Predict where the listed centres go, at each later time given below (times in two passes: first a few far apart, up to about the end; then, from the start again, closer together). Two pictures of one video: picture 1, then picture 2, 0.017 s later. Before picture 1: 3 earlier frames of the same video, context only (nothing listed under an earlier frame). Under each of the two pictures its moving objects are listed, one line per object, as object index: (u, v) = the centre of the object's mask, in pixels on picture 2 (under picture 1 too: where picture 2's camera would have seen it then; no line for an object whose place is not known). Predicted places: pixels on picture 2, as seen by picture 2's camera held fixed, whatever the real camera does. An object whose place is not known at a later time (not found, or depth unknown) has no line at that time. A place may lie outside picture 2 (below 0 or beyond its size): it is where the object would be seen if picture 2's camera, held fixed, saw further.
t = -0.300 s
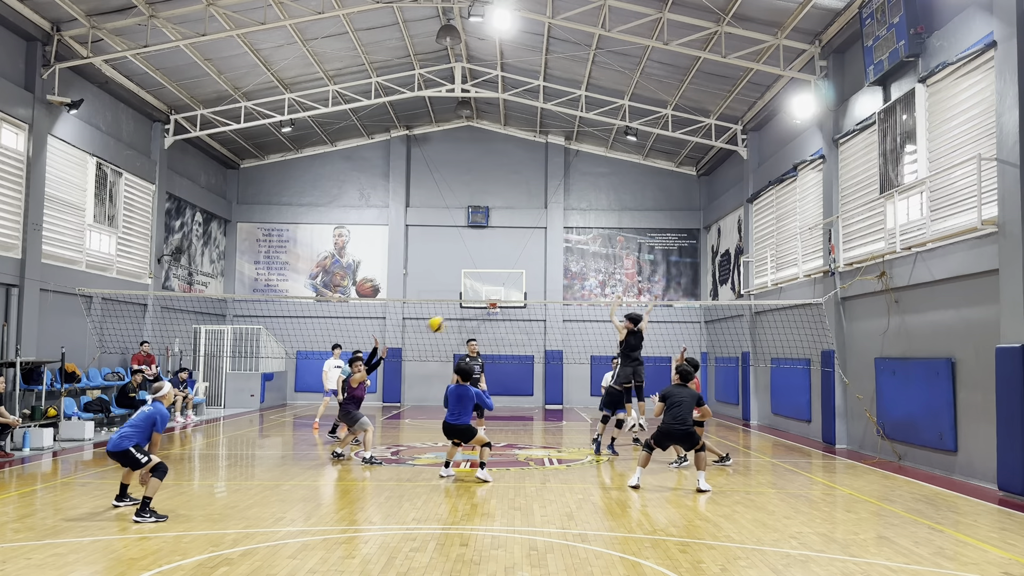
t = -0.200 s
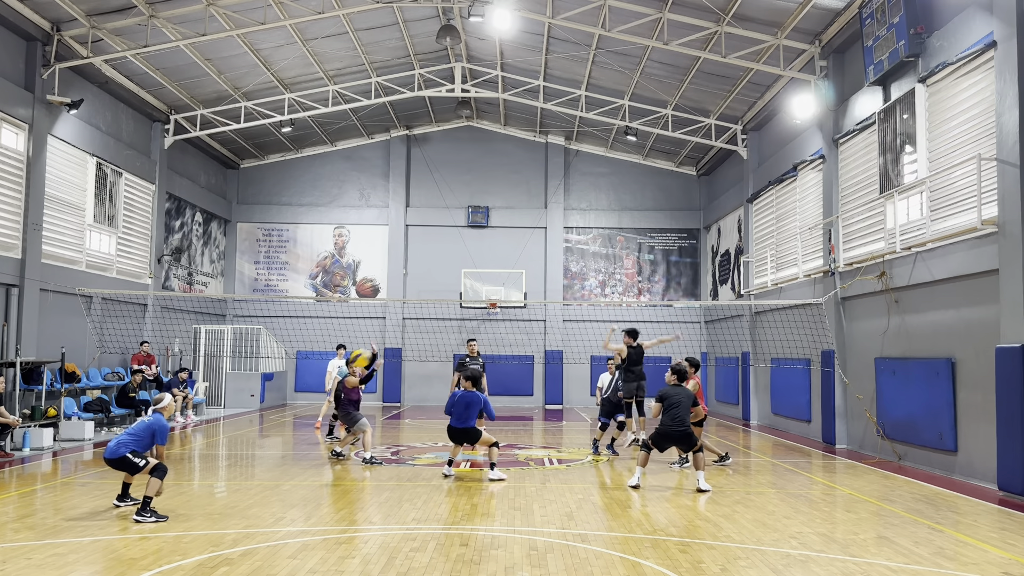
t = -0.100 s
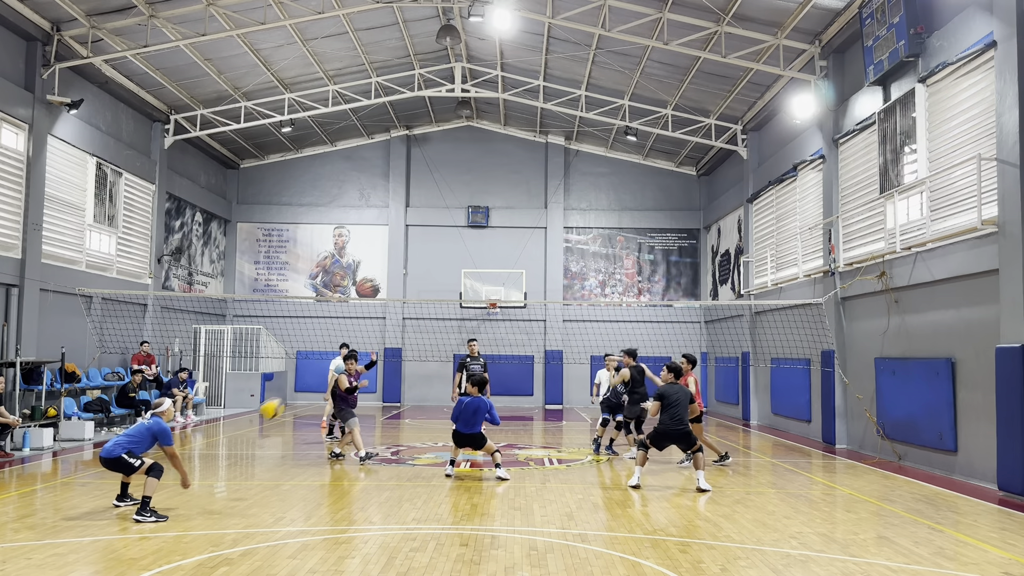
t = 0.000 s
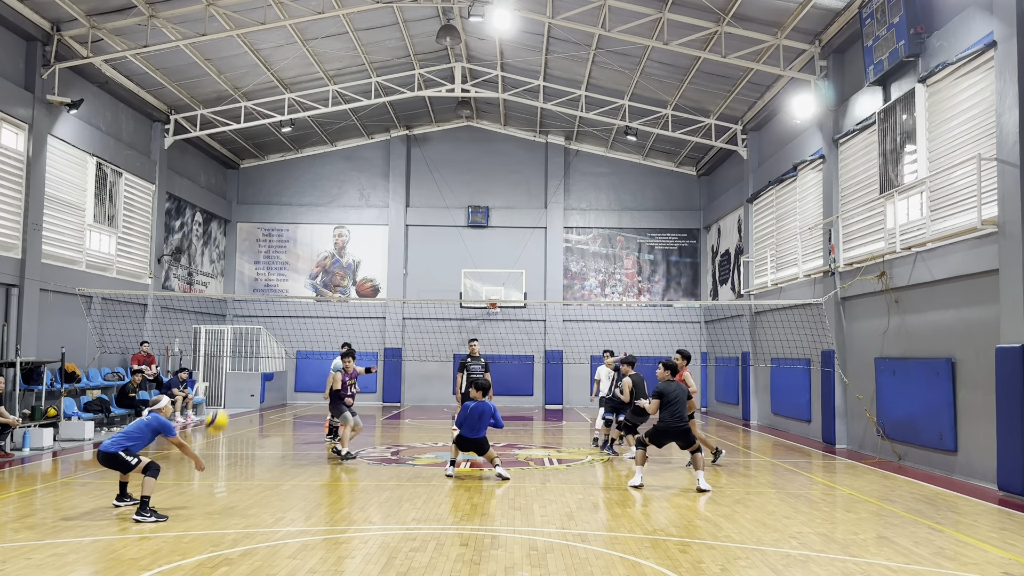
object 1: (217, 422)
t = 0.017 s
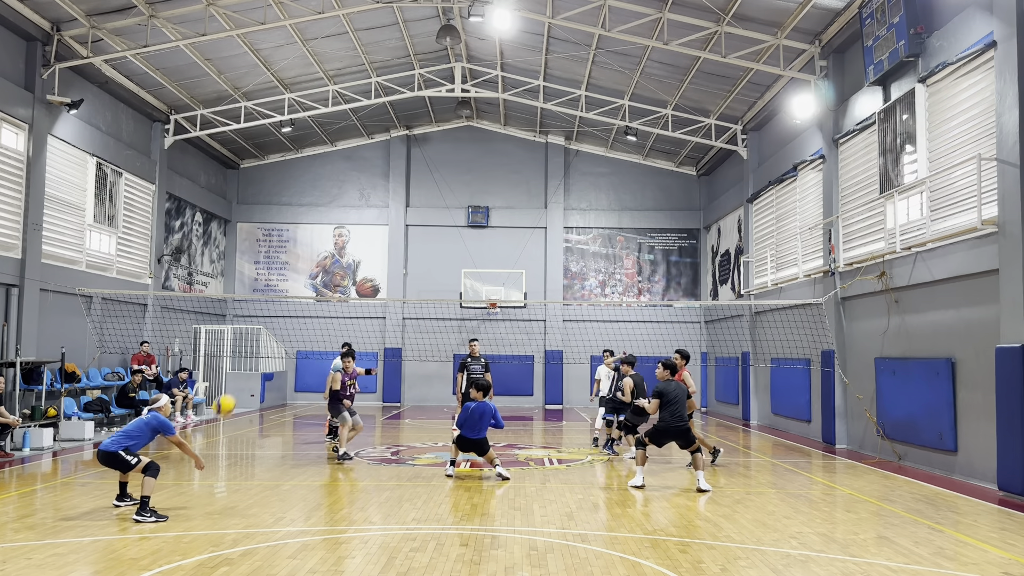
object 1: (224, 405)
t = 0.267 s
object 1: (317, 217)
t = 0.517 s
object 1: (392, 104)
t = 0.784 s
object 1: (460, 47)
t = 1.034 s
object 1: (519, 49)
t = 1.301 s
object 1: (576, 106)
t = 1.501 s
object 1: (618, 184)
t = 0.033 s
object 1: (231, 390)
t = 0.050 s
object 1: (237, 376)
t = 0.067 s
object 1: (244, 361)
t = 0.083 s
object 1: (250, 348)
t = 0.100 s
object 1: (257, 334)
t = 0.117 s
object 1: (264, 320)
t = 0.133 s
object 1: (270, 308)
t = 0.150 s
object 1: (276, 296)
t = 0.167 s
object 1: (283, 284)
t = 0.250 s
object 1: (311, 228)
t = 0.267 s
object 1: (317, 217)
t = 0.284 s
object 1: (322, 208)
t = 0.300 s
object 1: (327, 199)
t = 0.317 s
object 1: (333, 190)
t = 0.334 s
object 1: (338, 181)
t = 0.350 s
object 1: (343, 173)
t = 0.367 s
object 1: (348, 164)
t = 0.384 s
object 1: (353, 157)
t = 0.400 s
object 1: (358, 149)
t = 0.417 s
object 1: (363, 142)
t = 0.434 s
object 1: (368, 134)
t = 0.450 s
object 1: (373, 128)
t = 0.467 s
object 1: (377, 122)
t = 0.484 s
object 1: (382, 115)
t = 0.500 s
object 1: (387, 109)
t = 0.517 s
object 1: (392, 104)
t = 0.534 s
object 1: (396, 98)
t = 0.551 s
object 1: (401, 92)
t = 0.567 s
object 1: (405, 88)
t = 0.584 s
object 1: (409, 83)
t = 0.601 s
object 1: (414, 79)
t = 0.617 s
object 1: (418, 75)
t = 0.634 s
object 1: (423, 70)
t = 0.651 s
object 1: (427, 67)
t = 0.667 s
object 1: (431, 64)
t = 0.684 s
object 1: (435, 60)
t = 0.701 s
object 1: (440, 57)
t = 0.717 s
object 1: (445, 55)
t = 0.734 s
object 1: (448, 53)
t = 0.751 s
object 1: (452, 50)
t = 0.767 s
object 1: (456, 48)
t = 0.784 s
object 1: (460, 47)
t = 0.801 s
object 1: (464, 45)
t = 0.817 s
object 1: (468, 43)
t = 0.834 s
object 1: (472, 43)
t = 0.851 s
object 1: (476, 42)
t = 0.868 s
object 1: (480, 42)
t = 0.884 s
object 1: (484, 41)
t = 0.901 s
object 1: (488, 41)
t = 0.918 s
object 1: (492, 41)
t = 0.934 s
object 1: (496, 42)
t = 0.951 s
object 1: (500, 43)
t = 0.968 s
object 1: (504, 44)
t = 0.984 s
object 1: (507, 44)
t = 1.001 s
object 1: (511, 45)
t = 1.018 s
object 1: (515, 47)
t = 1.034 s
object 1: (519, 49)
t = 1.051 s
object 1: (522, 51)
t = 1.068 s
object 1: (526, 53)
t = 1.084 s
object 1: (530, 56)
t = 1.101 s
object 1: (533, 58)
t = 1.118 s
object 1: (537, 61)
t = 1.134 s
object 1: (541, 65)
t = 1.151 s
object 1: (544, 68)
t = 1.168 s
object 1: (548, 71)
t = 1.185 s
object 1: (552, 74)
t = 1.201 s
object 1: (555, 78)
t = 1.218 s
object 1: (559, 83)
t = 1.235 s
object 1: (562, 87)
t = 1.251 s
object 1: (565, 92)
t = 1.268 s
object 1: (570, 97)
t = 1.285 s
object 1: (572, 101)
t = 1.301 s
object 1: (576, 106)
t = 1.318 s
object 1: (580, 112)
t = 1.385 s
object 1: (594, 135)
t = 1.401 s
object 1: (598, 142)
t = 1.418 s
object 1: (601, 148)
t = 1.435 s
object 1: (604, 156)
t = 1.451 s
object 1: (608, 162)
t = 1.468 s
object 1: (611, 169)
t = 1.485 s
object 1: (615, 176)
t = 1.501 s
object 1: (618, 184)
